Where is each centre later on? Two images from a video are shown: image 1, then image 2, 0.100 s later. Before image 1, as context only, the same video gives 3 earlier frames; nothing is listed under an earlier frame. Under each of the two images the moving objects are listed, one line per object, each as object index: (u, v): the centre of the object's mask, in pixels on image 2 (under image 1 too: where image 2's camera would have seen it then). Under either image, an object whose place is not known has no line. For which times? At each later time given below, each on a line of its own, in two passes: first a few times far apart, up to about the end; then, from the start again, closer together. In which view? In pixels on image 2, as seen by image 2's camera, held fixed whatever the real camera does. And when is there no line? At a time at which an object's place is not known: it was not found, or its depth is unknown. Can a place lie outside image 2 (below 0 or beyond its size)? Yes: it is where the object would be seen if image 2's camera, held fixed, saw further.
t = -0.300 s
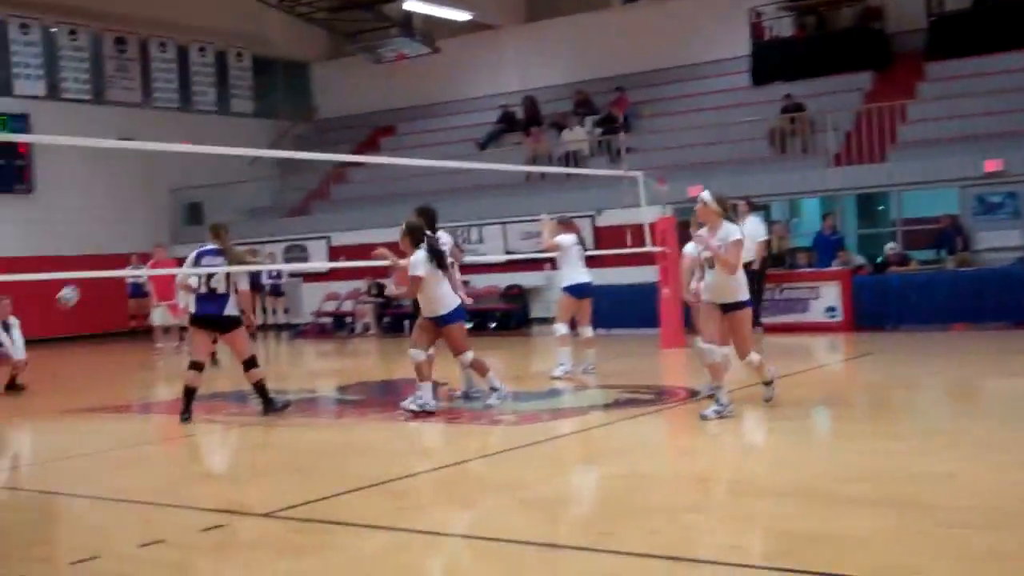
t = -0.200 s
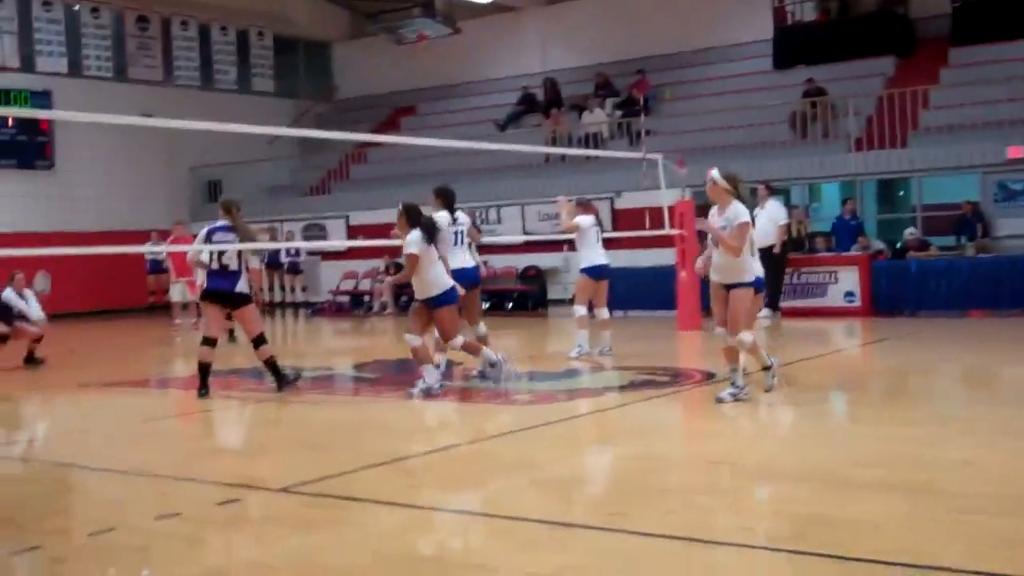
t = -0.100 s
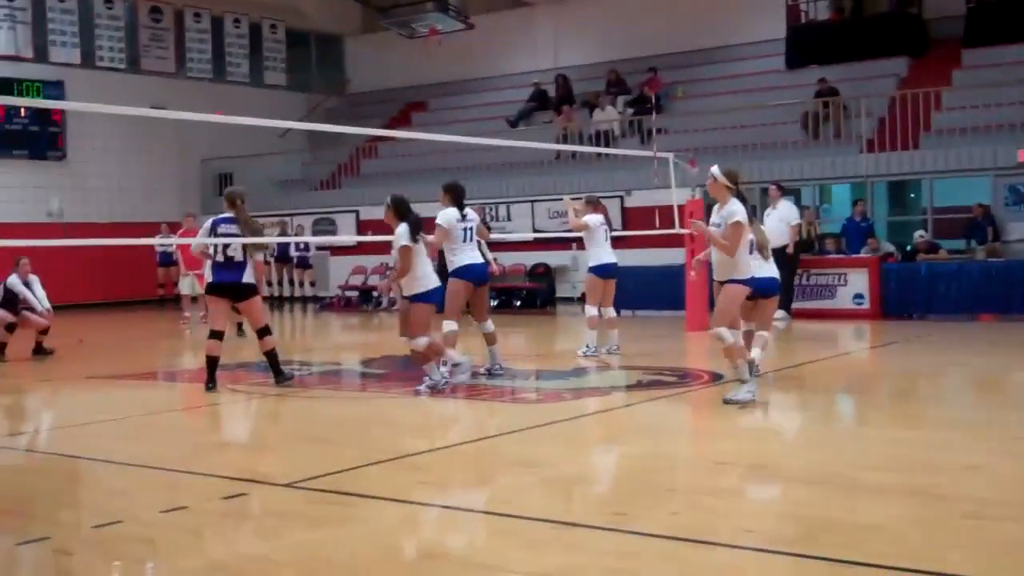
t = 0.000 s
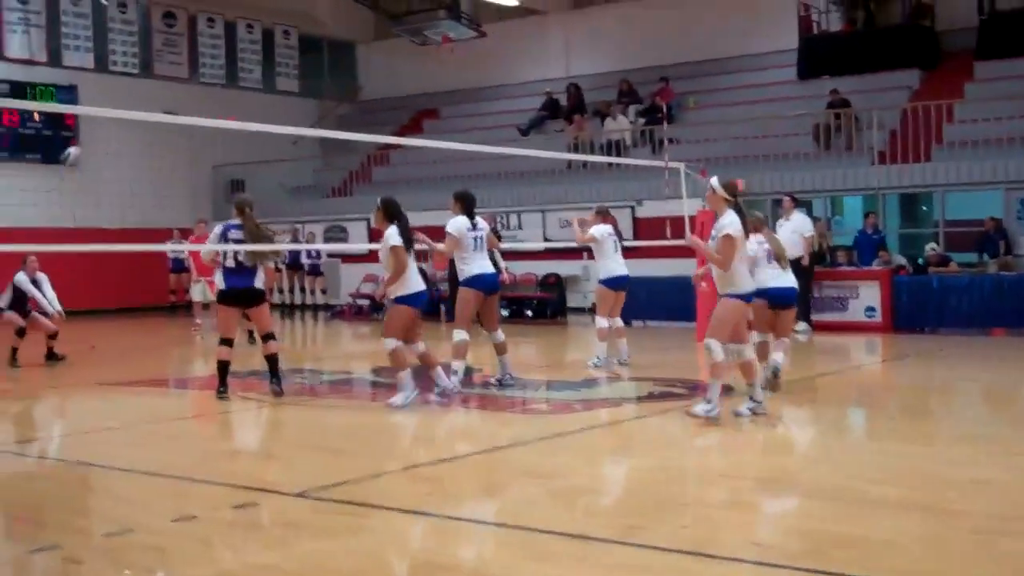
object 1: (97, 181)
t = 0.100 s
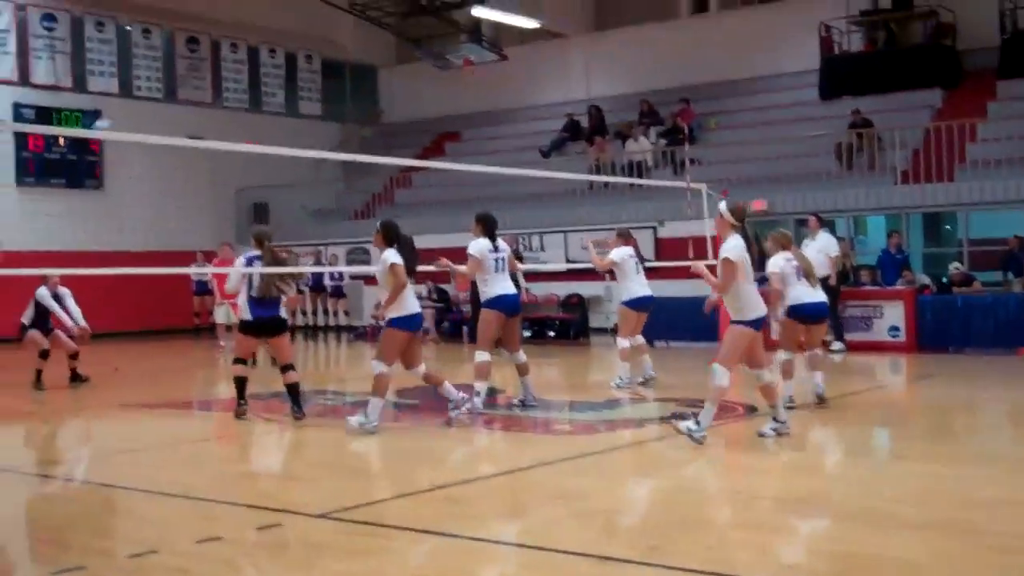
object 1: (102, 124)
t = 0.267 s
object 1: (109, 62)
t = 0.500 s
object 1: (118, 5)
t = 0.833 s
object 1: (137, 0)
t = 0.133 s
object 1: (103, 113)
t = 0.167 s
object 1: (104, 98)
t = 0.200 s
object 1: (106, 85)
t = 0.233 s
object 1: (107, 78)
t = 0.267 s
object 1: (109, 62)
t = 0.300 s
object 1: (111, 48)
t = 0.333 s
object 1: (111, 38)
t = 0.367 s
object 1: (112, 26)
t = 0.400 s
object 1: (114, 19)
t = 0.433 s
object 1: (115, 12)
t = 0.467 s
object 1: (117, 8)
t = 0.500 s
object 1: (118, 5)
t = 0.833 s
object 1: (137, 0)
